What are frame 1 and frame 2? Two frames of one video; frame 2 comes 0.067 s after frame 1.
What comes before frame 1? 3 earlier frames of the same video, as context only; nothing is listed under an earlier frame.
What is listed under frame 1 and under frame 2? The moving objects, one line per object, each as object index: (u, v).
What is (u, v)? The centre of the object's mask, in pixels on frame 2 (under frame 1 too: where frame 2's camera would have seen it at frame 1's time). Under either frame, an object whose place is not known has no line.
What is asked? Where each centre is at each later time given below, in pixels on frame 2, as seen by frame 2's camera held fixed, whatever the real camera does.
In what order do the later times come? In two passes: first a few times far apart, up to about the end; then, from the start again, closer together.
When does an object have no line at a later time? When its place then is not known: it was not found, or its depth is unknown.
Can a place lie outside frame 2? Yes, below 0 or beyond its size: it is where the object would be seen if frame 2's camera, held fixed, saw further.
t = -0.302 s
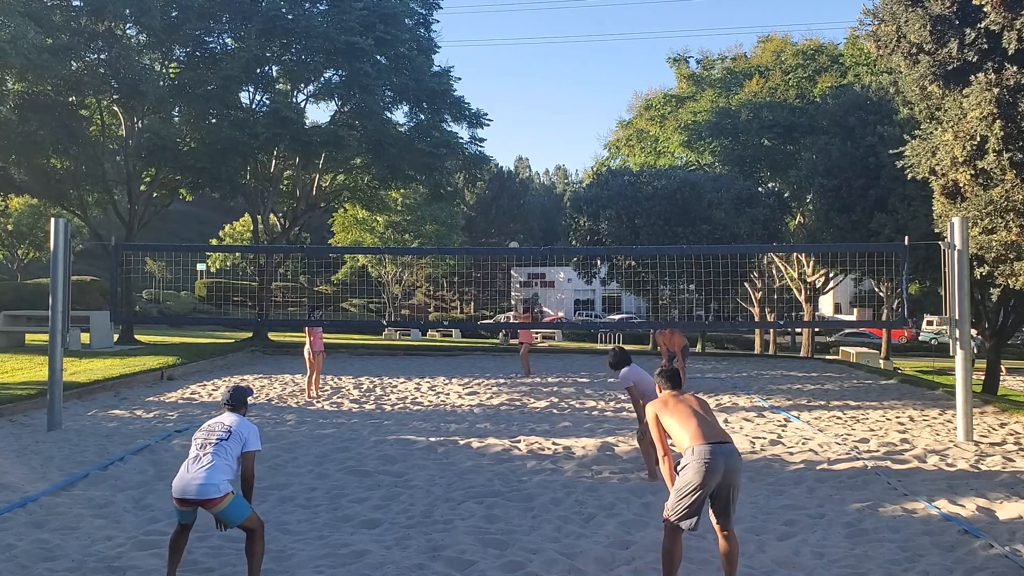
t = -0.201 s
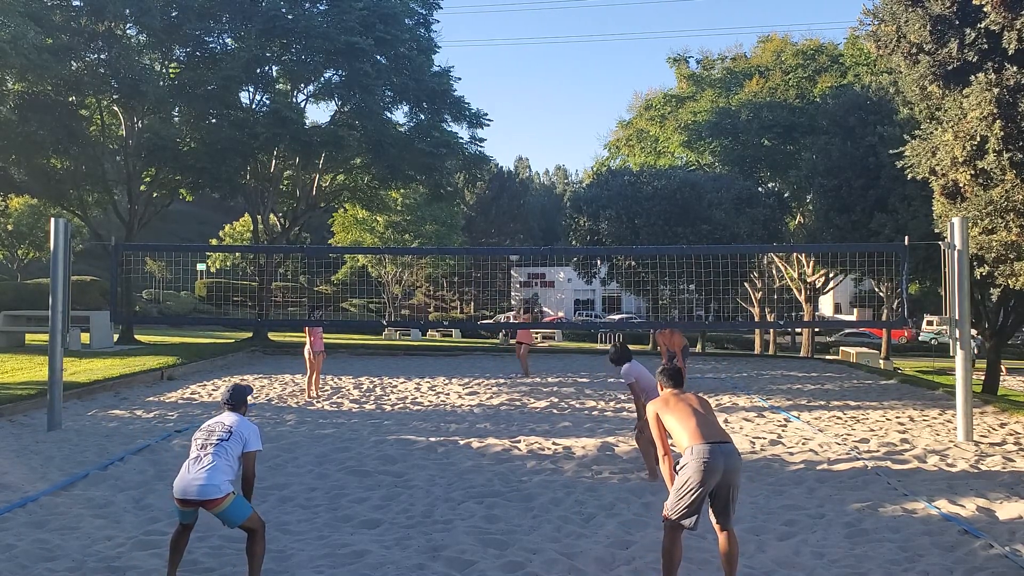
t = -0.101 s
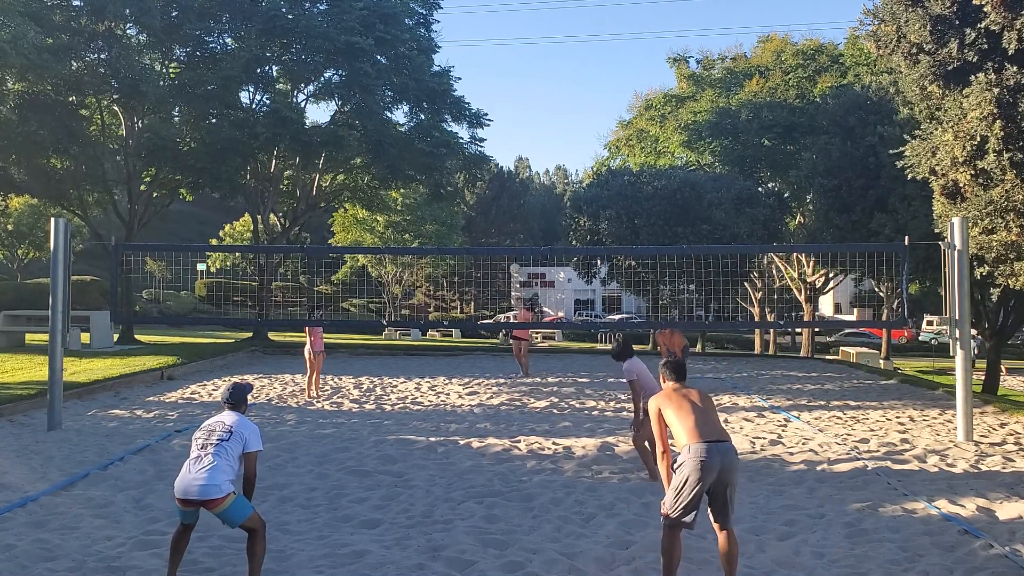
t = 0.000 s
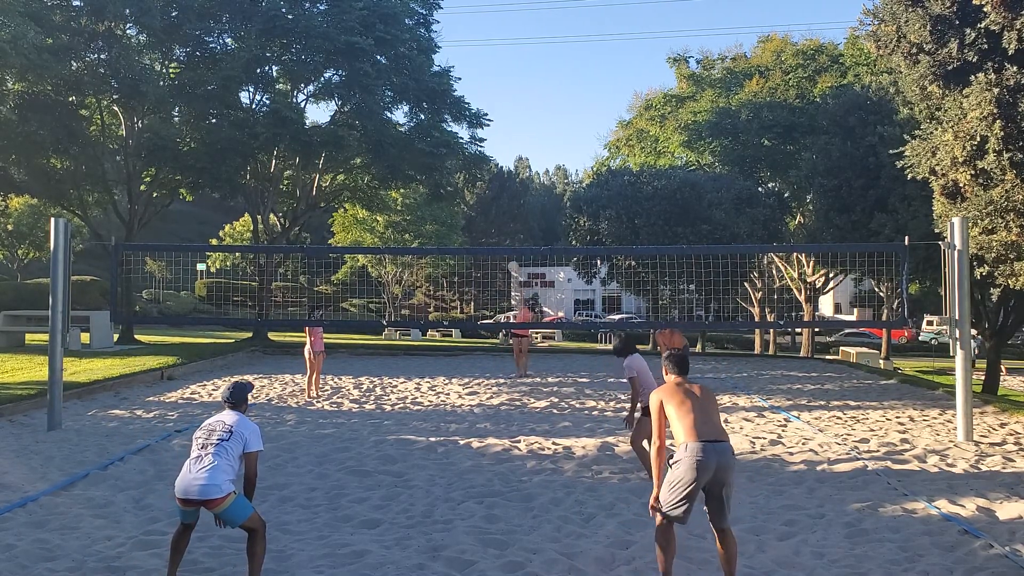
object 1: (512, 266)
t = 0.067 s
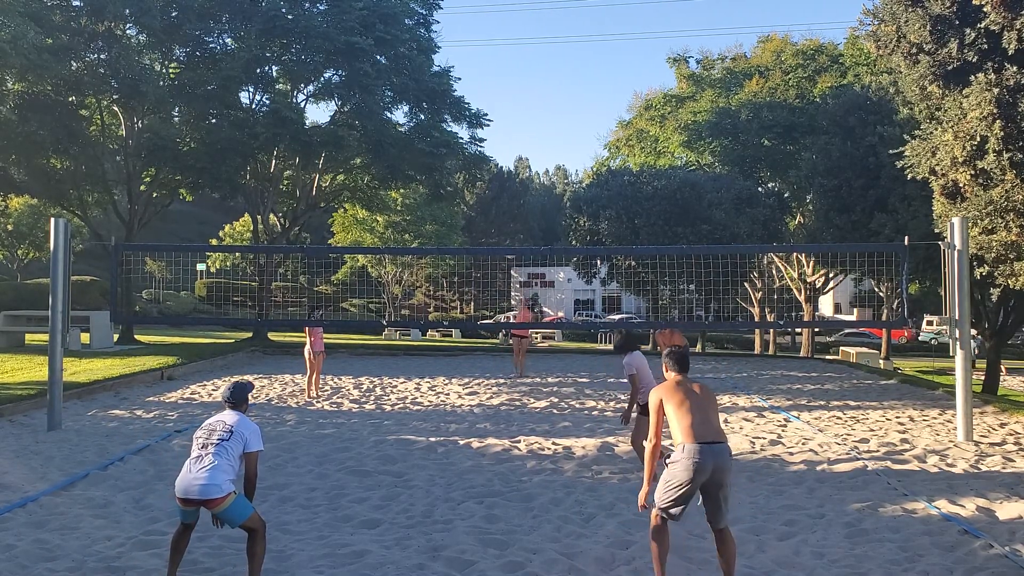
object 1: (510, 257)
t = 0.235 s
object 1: (501, 223)
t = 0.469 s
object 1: (488, 202)
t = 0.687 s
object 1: (473, 215)
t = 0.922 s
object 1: (455, 291)
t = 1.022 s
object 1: (447, 351)
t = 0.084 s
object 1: (509, 245)
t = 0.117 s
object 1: (508, 242)
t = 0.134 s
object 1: (507, 239)
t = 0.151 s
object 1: (506, 237)
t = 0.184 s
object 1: (504, 231)
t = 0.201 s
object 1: (504, 228)
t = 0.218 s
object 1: (502, 225)
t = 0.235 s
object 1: (501, 223)
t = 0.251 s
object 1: (501, 220)
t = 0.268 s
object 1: (500, 218)
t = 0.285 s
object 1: (499, 216)
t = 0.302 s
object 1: (498, 214)
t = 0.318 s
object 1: (497, 212)
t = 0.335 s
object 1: (496, 210)
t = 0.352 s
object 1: (495, 208)
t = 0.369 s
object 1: (494, 207)
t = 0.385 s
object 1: (493, 206)
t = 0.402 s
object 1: (492, 205)
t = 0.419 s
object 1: (491, 204)
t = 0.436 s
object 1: (490, 203)
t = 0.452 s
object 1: (489, 202)
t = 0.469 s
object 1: (488, 202)
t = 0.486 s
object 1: (487, 201)
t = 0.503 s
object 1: (486, 201)
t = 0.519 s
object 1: (485, 201)
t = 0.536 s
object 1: (484, 201)
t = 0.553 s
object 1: (483, 202)
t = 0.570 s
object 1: (481, 203)
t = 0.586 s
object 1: (480, 203)
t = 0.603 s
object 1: (479, 205)
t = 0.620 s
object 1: (478, 206)
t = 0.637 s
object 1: (476, 208)
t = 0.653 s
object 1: (475, 210)
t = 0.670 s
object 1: (474, 213)
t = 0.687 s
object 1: (473, 215)
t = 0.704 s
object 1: (472, 218)
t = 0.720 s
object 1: (471, 222)
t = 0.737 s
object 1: (469, 225)
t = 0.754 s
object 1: (468, 229)
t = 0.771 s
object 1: (467, 234)
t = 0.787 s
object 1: (466, 238)
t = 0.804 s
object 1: (464, 243)
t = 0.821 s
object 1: (463, 249)
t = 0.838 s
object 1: (462, 254)
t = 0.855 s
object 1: (460, 261)
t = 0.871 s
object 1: (459, 267)
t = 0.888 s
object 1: (458, 275)
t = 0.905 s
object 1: (456, 282)
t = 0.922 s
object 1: (455, 291)
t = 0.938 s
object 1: (453, 299)
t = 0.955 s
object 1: (452, 308)
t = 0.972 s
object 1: (451, 318)
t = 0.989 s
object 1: (450, 329)
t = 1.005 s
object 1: (448, 340)
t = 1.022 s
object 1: (447, 351)
